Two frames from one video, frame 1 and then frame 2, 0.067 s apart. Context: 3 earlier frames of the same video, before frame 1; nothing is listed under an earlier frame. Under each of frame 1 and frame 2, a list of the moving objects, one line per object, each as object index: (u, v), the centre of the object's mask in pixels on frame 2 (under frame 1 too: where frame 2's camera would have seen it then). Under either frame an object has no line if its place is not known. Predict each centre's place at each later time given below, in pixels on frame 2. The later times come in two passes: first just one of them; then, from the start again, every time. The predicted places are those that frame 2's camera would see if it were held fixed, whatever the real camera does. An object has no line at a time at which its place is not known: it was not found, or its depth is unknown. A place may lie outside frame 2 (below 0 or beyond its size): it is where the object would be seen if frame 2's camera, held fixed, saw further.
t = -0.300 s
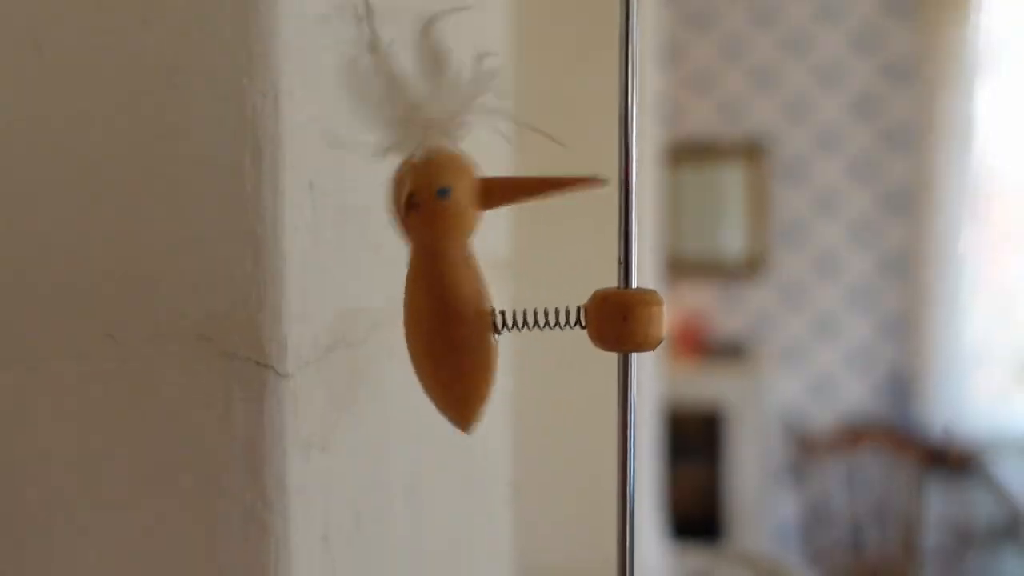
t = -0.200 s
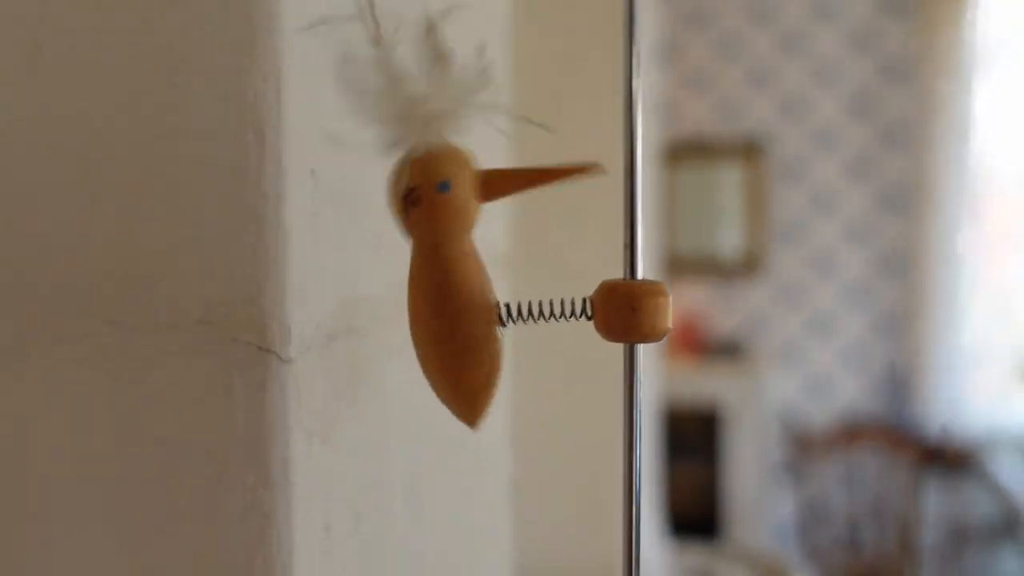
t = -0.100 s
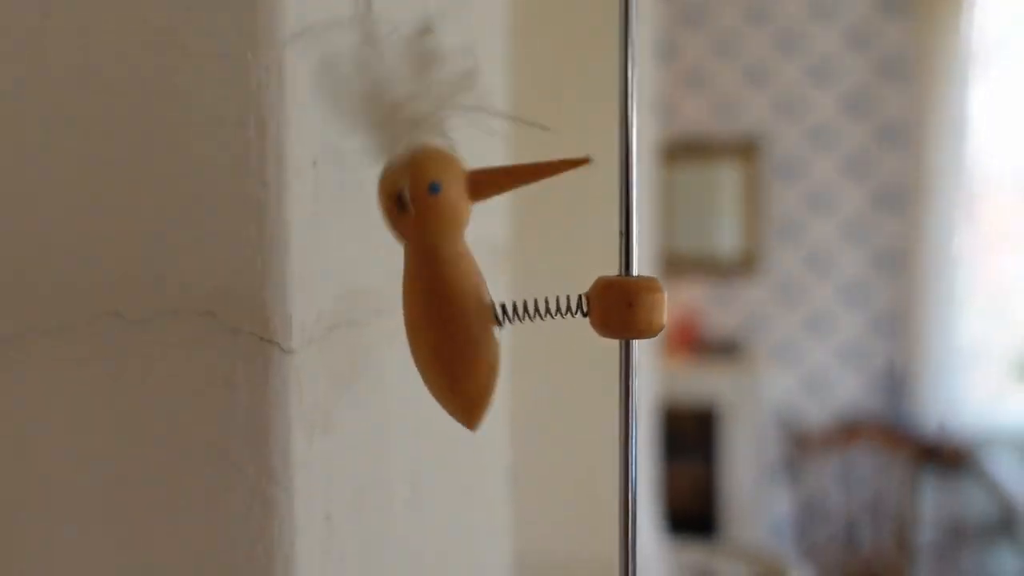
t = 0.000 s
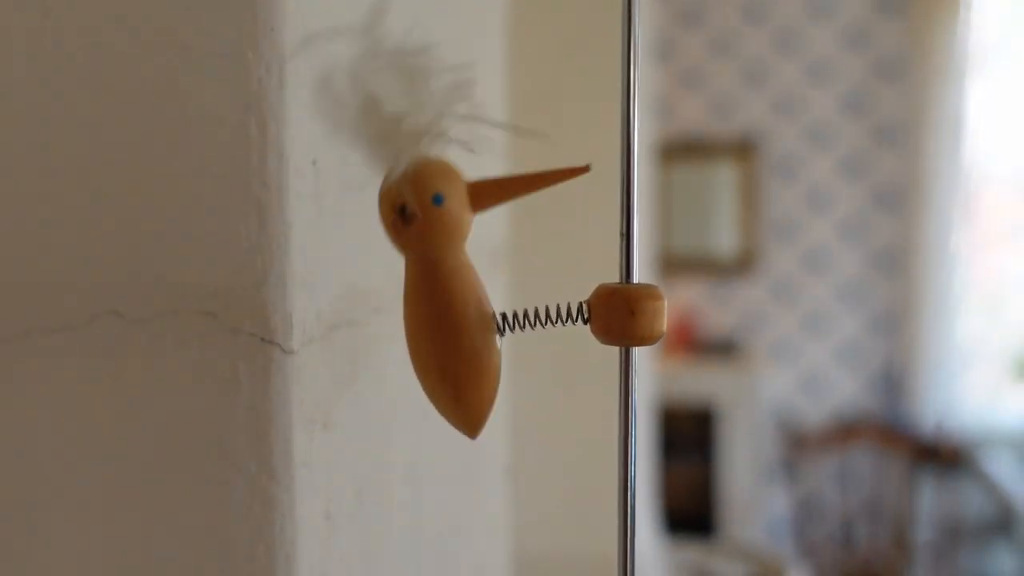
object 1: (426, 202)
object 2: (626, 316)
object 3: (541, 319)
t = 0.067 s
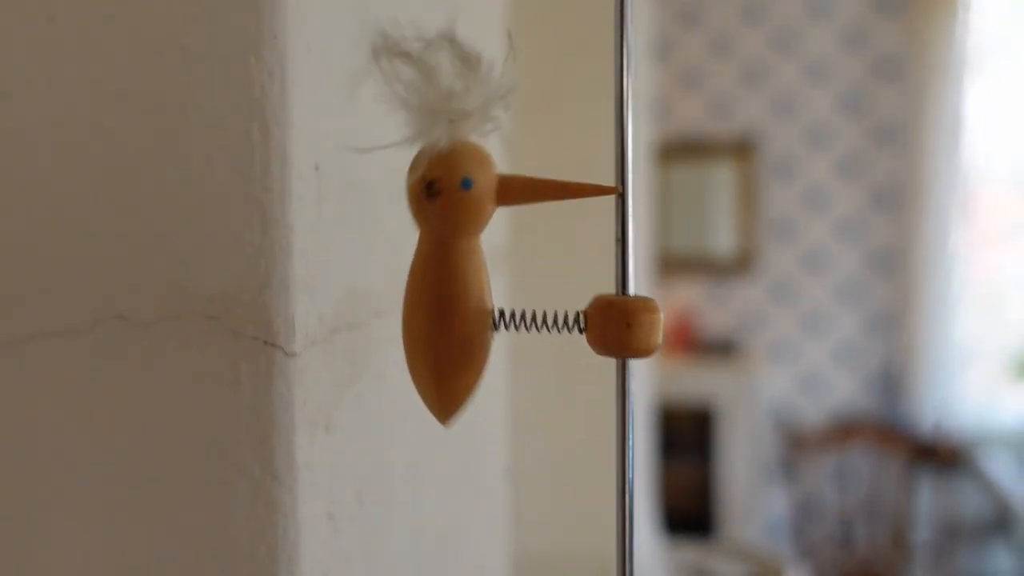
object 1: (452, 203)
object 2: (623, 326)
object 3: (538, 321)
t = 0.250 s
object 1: (457, 211)
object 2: (624, 334)
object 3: (539, 327)
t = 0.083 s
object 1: (445, 207)
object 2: (629, 328)
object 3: (543, 329)
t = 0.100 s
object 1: (431, 226)
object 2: (631, 328)
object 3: (545, 331)
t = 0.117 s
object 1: (431, 235)
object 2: (627, 328)
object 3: (541, 329)
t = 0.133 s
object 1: (443, 223)
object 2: (621, 329)
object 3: (536, 325)
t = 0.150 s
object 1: (448, 212)
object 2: (618, 331)
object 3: (534, 326)
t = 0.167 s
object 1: (447, 213)
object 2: (620, 334)
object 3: (535, 332)
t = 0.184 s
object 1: (432, 216)
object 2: (625, 333)
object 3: (539, 335)
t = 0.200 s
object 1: (423, 239)
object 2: (628, 333)
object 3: (542, 336)
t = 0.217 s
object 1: (430, 234)
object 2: (627, 332)
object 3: (541, 332)
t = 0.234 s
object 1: (451, 223)
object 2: (624, 334)
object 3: (539, 328)
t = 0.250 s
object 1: (457, 211)
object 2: (624, 334)
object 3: (539, 327)
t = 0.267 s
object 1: (451, 214)
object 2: (627, 335)
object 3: (541, 334)
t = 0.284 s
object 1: (432, 223)
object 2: (628, 334)
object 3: (542, 337)
